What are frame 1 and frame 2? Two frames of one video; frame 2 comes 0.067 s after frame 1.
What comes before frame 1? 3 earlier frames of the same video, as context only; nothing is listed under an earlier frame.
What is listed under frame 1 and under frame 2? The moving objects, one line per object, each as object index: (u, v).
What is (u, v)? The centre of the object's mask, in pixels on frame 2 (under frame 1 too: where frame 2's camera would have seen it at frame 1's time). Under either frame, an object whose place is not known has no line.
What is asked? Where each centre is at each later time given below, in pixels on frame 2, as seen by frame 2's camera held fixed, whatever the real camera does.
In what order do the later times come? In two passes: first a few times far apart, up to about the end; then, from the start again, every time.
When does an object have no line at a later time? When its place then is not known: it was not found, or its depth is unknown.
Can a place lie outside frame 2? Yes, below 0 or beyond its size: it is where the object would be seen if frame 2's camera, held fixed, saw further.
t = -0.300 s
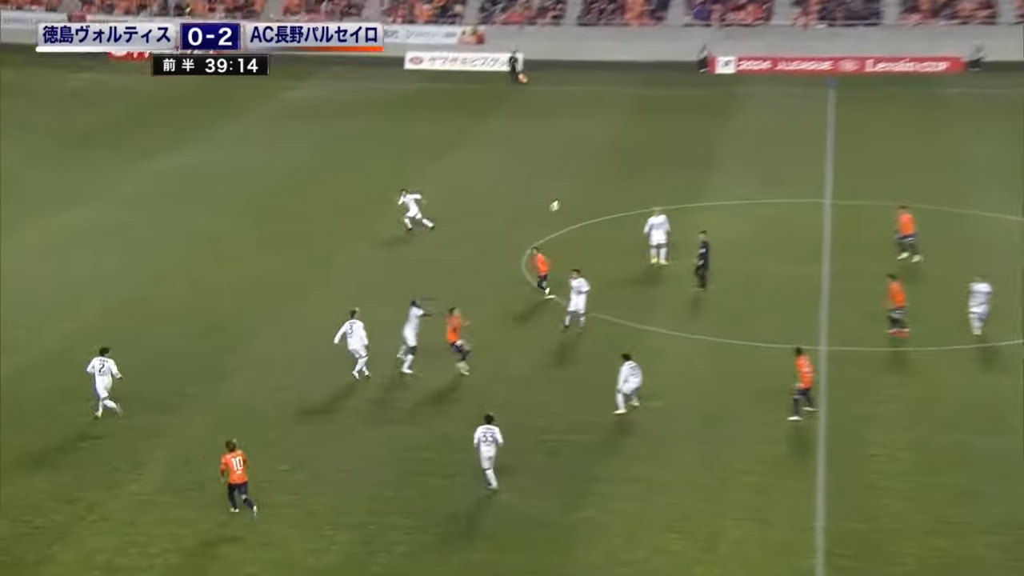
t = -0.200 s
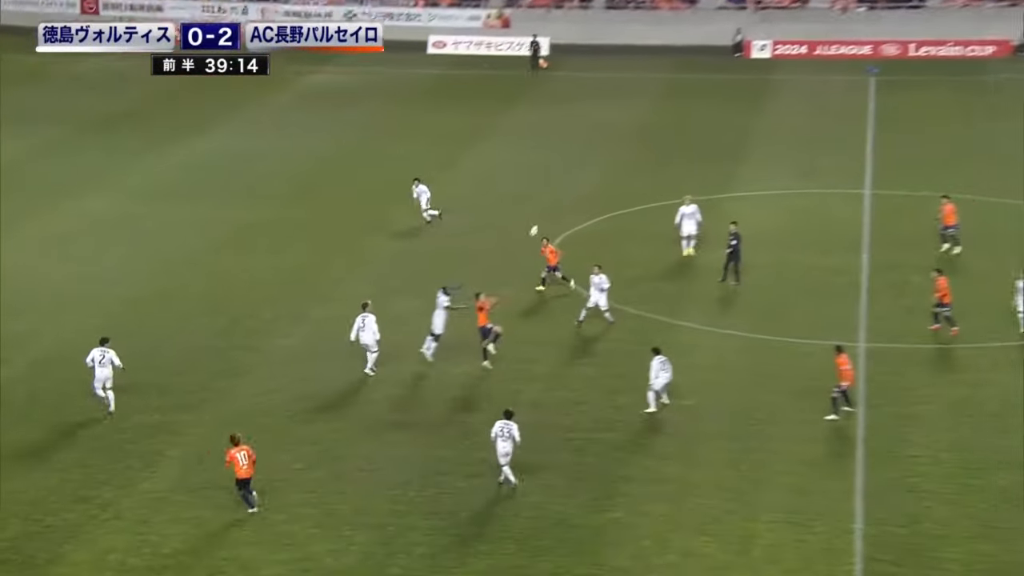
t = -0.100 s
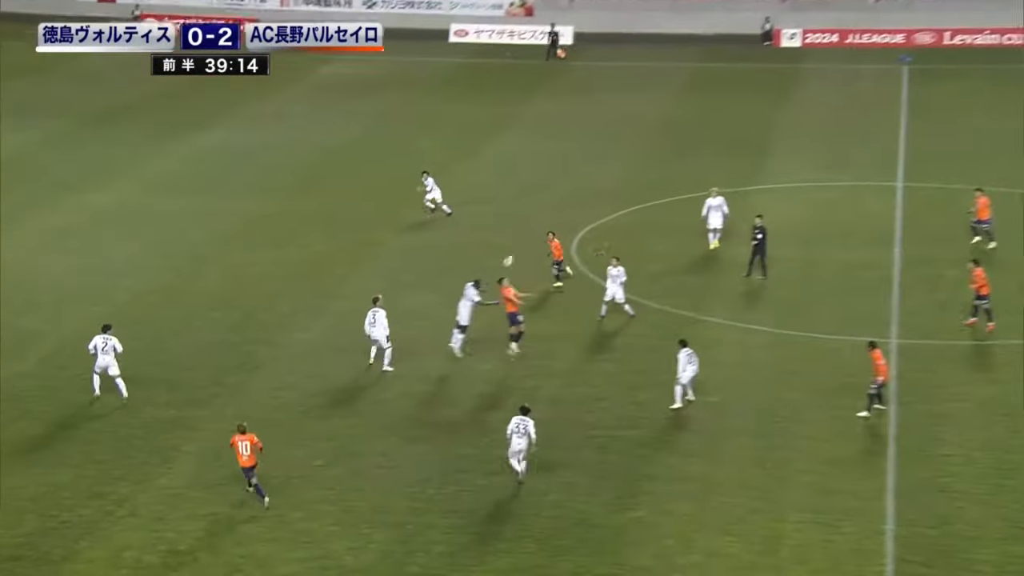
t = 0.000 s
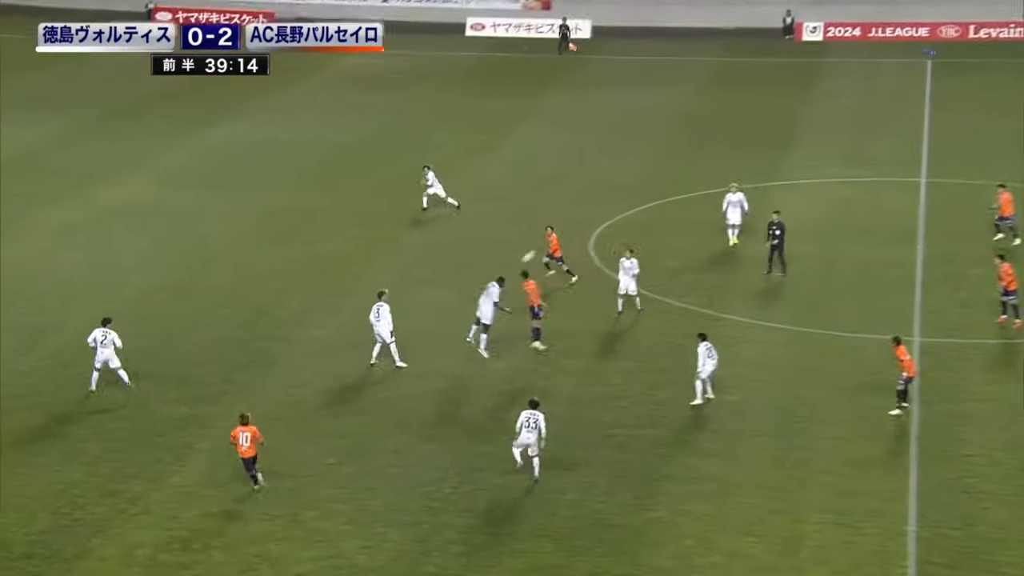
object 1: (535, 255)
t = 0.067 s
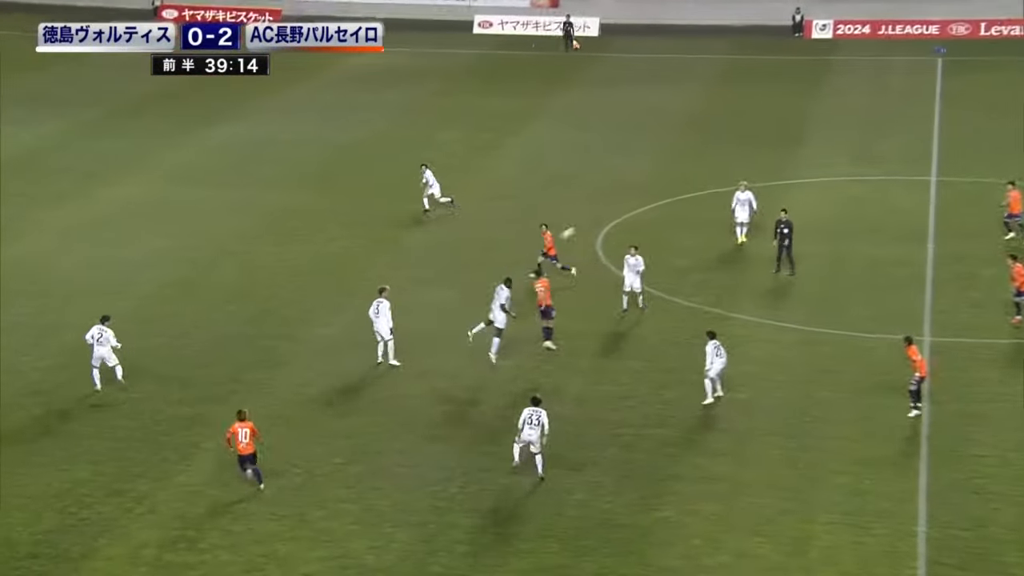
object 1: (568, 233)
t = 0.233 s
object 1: (646, 186)
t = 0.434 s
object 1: (734, 144)
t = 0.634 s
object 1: (813, 120)
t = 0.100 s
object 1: (583, 222)
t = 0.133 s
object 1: (599, 212)
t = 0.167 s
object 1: (615, 203)
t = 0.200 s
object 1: (630, 194)
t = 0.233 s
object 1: (646, 186)
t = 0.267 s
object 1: (661, 178)
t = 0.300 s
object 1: (676, 169)
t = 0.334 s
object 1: (691, 162)
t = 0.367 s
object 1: (706, 155)
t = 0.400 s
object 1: (720, 149)
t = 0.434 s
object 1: (734, 144)
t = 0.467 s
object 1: (749, 138)
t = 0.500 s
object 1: (762, 134)
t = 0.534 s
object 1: (775, 130)
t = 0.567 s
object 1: (788, 126)
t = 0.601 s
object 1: (801, 123)
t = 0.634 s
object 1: (813, 120)
